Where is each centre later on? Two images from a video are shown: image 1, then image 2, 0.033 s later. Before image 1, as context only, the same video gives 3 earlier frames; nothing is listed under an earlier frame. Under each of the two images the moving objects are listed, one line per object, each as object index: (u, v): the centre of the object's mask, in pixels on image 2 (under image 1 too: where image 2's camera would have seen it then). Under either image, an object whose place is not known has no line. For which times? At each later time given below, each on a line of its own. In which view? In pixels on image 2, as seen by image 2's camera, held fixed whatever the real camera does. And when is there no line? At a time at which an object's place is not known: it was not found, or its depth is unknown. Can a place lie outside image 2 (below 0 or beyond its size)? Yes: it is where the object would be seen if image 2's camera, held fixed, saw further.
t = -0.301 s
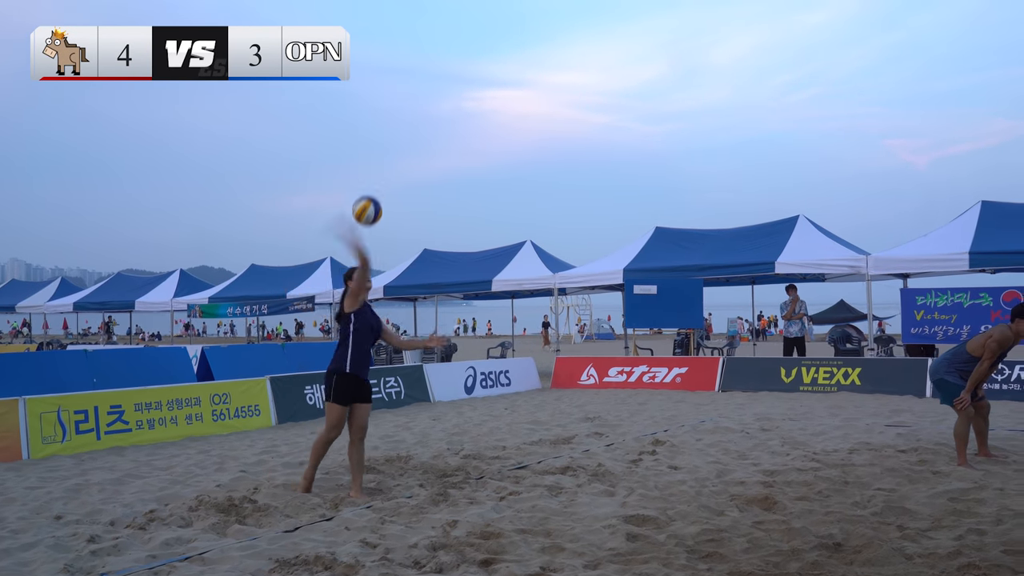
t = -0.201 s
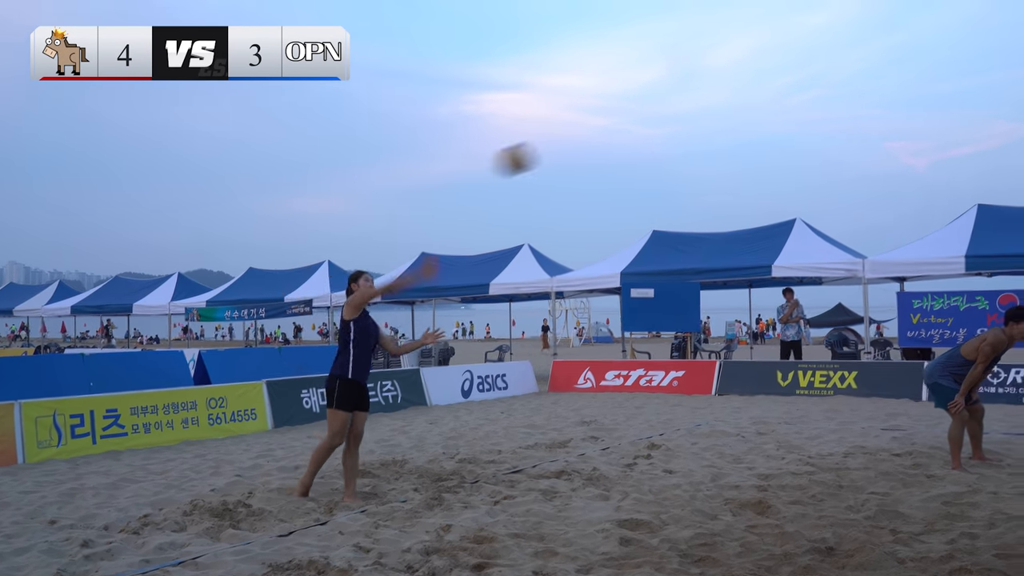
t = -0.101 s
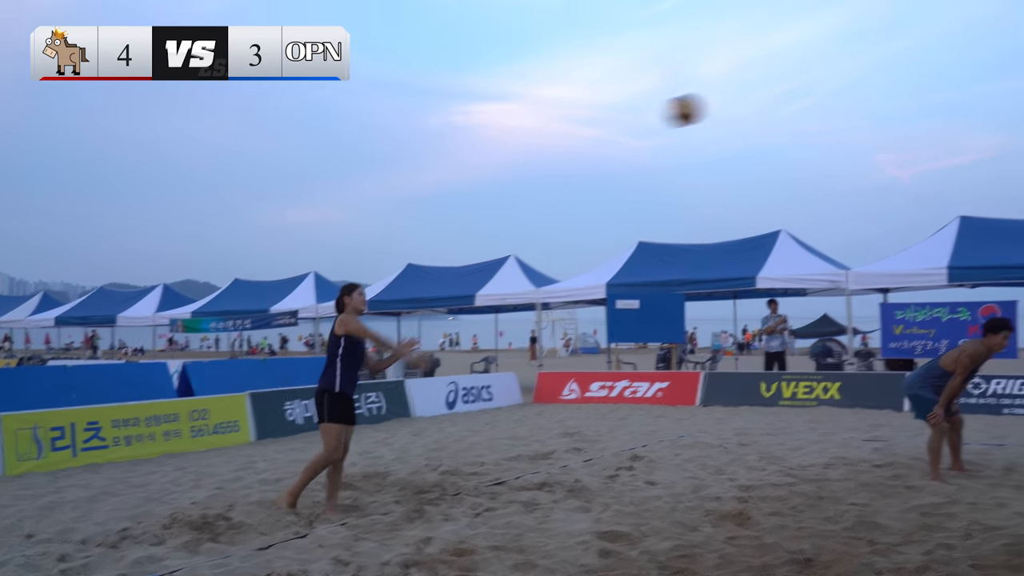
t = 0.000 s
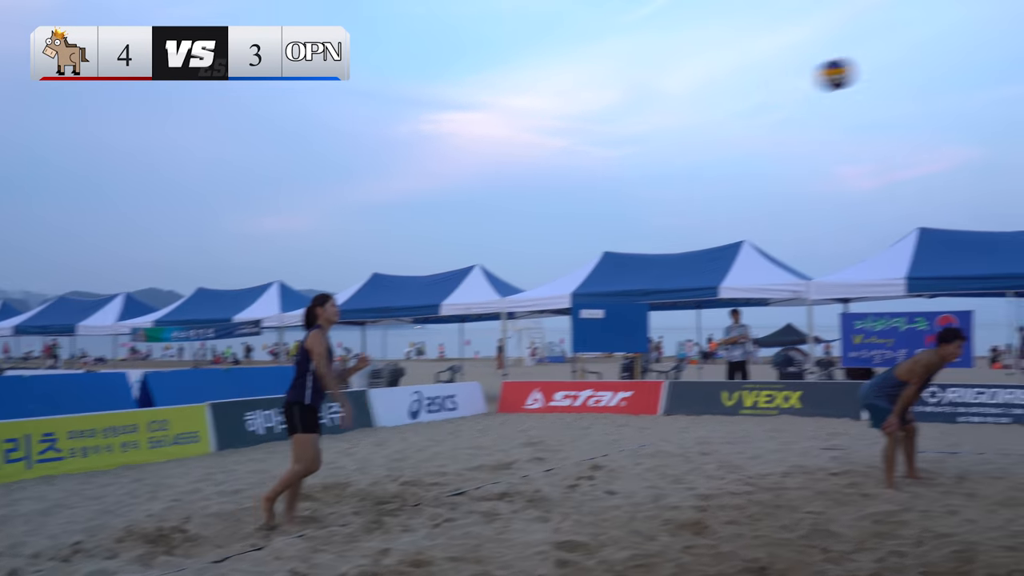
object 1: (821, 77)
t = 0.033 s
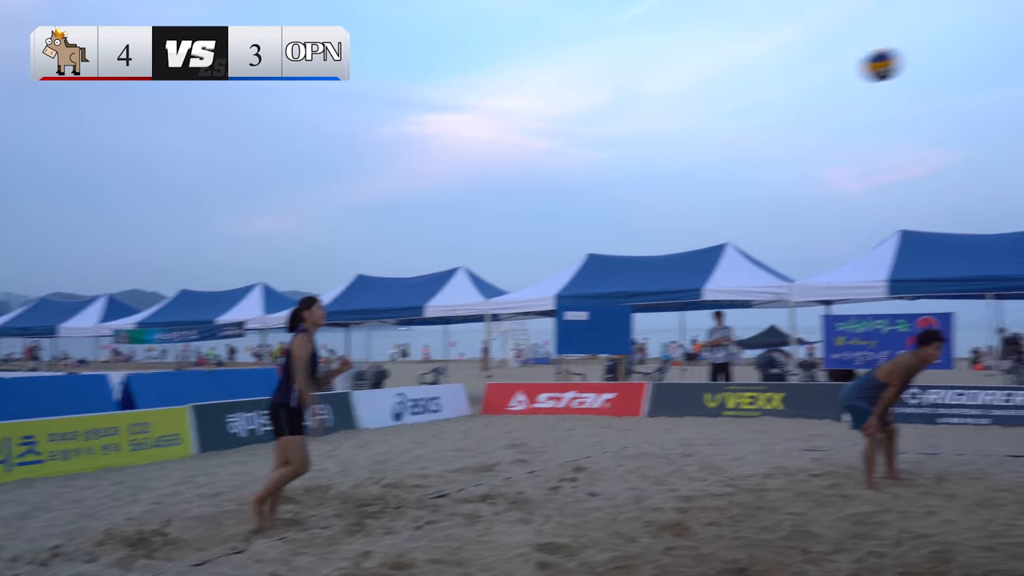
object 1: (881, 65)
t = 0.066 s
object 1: (943, 54)
